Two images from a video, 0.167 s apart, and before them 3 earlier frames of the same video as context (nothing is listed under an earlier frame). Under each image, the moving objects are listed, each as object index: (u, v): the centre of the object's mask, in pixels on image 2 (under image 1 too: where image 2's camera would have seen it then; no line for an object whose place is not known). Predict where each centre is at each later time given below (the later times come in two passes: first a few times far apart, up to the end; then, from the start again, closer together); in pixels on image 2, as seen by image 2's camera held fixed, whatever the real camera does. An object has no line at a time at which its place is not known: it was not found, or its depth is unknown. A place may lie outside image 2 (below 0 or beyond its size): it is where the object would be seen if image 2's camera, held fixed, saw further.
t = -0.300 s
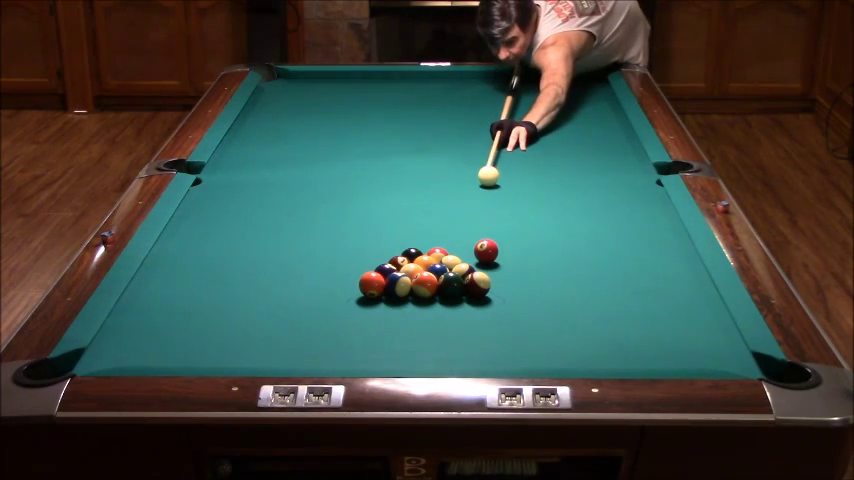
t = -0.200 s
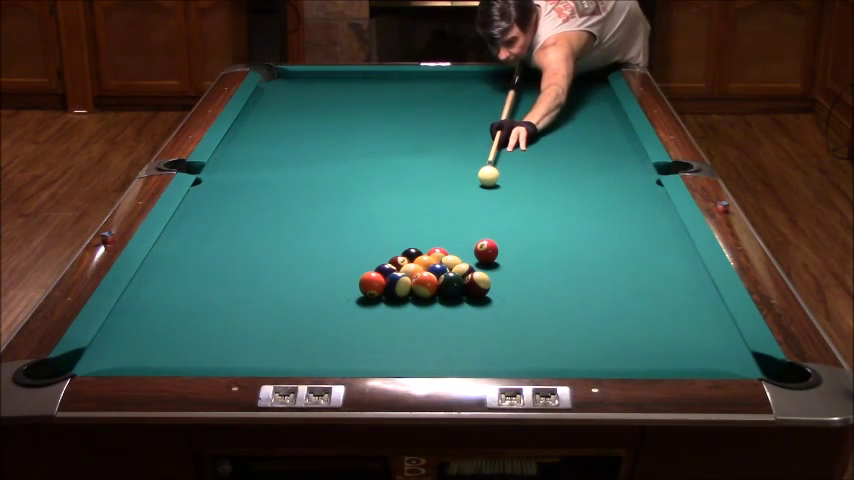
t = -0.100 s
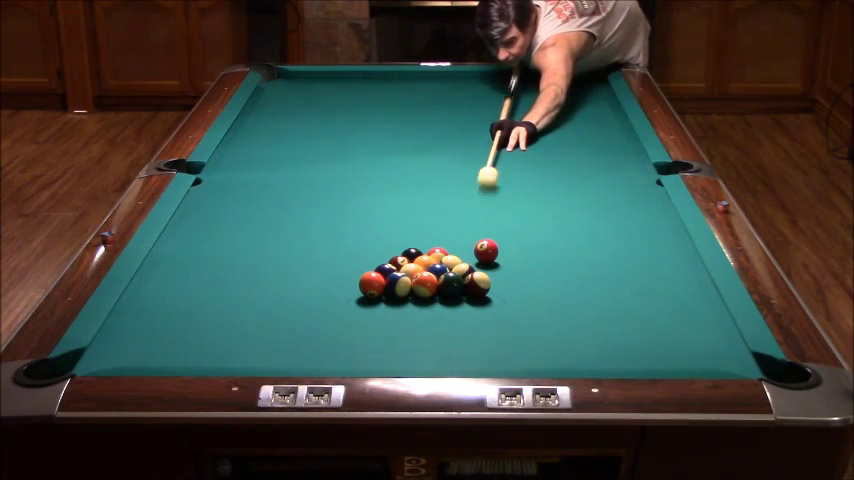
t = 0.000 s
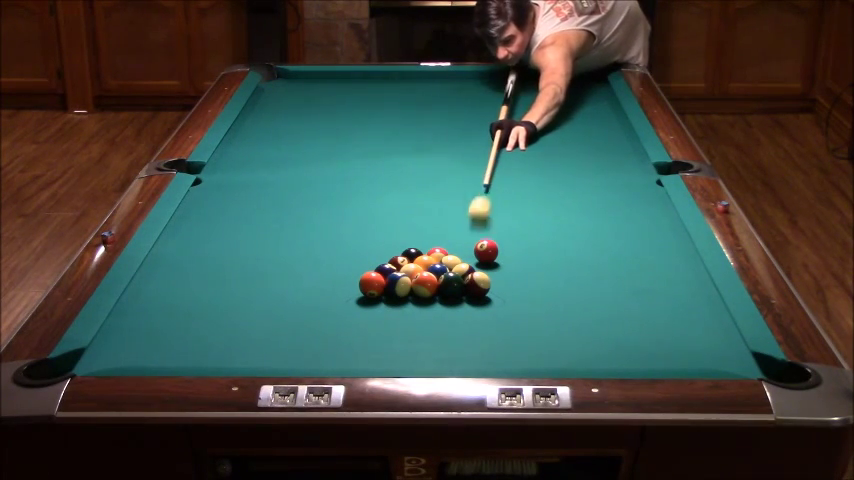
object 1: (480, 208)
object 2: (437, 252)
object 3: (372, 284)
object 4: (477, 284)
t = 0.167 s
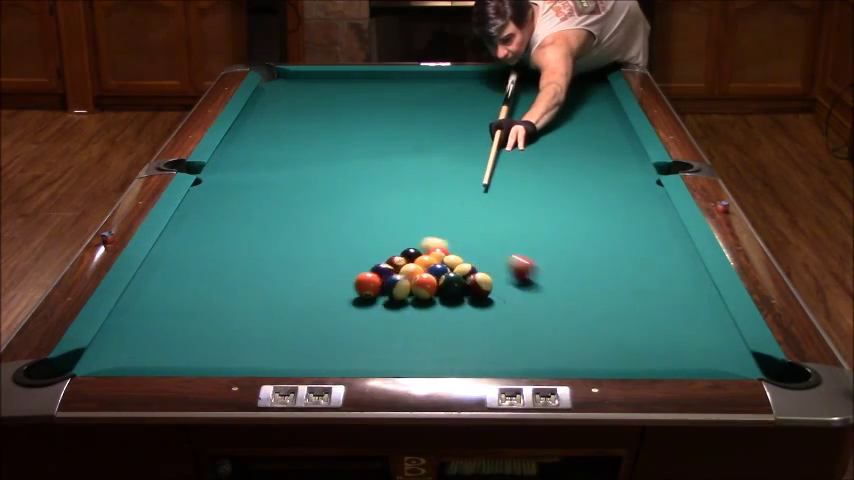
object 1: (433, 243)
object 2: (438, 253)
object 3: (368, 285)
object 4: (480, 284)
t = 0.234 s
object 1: (411, 241)
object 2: (440, 252)
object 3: (359, 286)
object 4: (483, 287)
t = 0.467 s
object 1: (339, 237)
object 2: (445, 251)
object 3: (330, 290)
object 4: (498, 296)
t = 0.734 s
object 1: (264, 229)
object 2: (450, 252)
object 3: (299, 295)
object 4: (513, 305)
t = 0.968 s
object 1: (203, 223)
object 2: (453, 251)
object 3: (275, 299)
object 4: (524, 312)
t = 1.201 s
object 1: (205, 214)
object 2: (455, 250)
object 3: (252, 303)
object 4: (535, 319)
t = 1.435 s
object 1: (238, 203)
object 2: (456, 250)
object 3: (231, 306)
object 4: (544, 324)
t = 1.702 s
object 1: (272, 193)
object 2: (456, 250)
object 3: (210, 310)
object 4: (553, 330)
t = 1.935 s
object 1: (299, 184)
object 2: (456, 250)
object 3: (195, 312)
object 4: (559, 334)
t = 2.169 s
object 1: (324, 177)
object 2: (456, 250)
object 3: (181, 314)
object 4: (564, 337)
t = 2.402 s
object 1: (347, 170)
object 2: (456, 250)
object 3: (170, 316)
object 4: (568, 338)
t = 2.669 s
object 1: (371, 162)
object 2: (456, 250)
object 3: (160, 317)
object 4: (570, 339)
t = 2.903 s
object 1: (390, 156)
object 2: (456, 250)
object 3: (154, 318)
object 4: (570, 339)
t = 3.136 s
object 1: (407, 151)
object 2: (456, 250)
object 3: (150, 318)
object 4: (570, 338)
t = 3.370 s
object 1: (423, 146)
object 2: (456, 250)
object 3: (150, 319)
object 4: (570, 338)
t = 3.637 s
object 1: (439, 141)
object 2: (456, 250)
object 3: (150, 319)
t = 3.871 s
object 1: (452, 138)
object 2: (456, 250)
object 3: (150, 319)
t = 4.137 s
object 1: (465, 133)
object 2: (456, 250)
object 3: (151, 319)
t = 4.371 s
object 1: (475, 131)
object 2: (456, 250)
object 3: (151, 319)
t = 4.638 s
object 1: (485, 127)
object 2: (456, 250)
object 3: (151, 319)
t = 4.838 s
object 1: (492, 125)
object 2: (456, 250)
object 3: (151, 319)
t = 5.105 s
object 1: (500, 123)
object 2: (456, 250)
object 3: (151, 319)
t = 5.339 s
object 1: (506, 121)
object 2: (456, 250)
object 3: (151, 319)
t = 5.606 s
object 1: (511, 120)
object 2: (456, 250)
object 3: (151, 319)
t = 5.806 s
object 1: (514, 119)
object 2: (456, 250)
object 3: (151, 319)
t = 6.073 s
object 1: (517, 118)
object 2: (456, 250)
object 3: (151, 319)
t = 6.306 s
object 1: (518, 117)
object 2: (456, 250)
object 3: (151, 319)
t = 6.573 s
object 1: (519, 117)
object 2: (456, 250)
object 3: (151, 319)
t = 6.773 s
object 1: (519, 117)
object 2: (456, 250)
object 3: (151, 319)
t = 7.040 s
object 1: (519, 117)
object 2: (456, 250)
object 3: (151, 319)
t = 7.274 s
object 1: (519, 117)
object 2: (456, 250)
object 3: (151, 319)
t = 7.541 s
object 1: (519, 117)
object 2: (456, 250)
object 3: (151, 319)
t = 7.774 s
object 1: (519, 117)
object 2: (456, 250)
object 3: (151, 319)
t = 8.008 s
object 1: (519, 117)
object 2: (456, 250)
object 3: (151, 319)
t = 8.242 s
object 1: (519, 117)
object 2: (456, 250)
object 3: (151, 319)
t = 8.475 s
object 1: (519, 117)
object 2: (456, 250)
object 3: (151, 319)
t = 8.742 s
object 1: (519, 117)
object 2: (456, 250)
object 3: (151, 319)
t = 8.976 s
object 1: (519, 117)
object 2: (456, 250)
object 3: (151, 319)
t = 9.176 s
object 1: (519, 117)
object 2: (456, 250)
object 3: (151, 319)
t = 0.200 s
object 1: (422, 243)
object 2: (439, 252)
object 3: (363, 285)
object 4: (482, 286)
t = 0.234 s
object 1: (411, 241)
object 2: (440, 252)
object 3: (359, 286)
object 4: (483, 287)
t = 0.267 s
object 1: (398, 241)
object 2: (441, 252)
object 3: (354, 286)
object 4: (485, 288)
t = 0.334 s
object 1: (378, 240)
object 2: (442, 252)
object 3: (346, 288)
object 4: (489, 291)
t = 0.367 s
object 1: (368, 240)
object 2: (443, 251)
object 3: (342, 288)
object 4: (492, 293)
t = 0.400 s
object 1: (358, 239)
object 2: (444, 252)
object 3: (338, 289)
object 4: (494, 294)
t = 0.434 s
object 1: (348, 238)
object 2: (444, 252)
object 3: (334, 290)
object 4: (496, 295)
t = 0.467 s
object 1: (339, 237)
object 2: (445, 251)
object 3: (330, 290)
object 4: (498, 296)
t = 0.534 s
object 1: (319, 235)
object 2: (446, 252)
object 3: (322, 292)
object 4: (502, 298)
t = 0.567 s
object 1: (310, 234)
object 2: (447, 251)
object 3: (318, 292)
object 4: (504, 299)
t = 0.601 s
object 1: (301, 233)
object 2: (447, 251)
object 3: (314, 293)
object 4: (506, 300)
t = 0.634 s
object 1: (292, 232)
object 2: (448, 252)
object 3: (310, 293)
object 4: (507, 301)
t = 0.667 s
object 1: (282, 231)
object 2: (449, 251)
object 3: (307, 294)
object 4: (509, 303)
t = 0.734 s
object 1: (264, 229)
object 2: (450, 252)
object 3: (299, 295)
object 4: (513, 305)
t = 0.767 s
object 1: (255, 228)
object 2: (450, 251)
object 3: (296, 296)
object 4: (514, 306)
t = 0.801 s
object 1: (246, 227)
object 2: (451, 251)
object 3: (292, 296)
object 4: (516, 307)
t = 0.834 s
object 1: (237, 226)
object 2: (451, 251)
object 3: (289, 297)
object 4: (518, 308)
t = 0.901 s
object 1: (220, 224)
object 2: (452, 251)
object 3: (282, 298)
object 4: (521, 310)
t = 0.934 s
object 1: (211, 223)
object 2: (452, 251)
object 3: (278, 298)
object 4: (523, 311)
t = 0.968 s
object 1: (203, 223)
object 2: (453, 251)
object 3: (275, 299)
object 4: (524, 312)
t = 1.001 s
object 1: (195, 221)
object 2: (453, 250)
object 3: (271, 300)
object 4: (526, 313)
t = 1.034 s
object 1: (186, 221)
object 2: (453, 250)
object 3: (268, 300)
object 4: (528, 314)
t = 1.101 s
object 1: (189, 218)
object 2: (454, 250)
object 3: (261, 301)
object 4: (531, 316)
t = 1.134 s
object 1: (195, 217)
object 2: (454, 250)
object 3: (258, 302)
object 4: (532, 317)
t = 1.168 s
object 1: (200, 215)
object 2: (455, 250)
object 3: (255, 302)
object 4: (534, 318)
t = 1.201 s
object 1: (205, 214)
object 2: (455, 250)
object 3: (252, 303)
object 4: (535, 319)
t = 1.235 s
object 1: (210, 212)
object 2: (455, 249)
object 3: (249, 303)
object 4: (537, 320)
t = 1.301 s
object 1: (220, 209)
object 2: (455, 249)
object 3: (243, 304)
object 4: (539, 321)
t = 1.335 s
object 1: (224, 208)
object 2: (455, 249)
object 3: (240, 305)
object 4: (540, 322)
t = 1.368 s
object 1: (229, 206)
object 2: (456, 249)
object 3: (237, 305)
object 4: (542, 323)
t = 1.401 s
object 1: (233, 205)
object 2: (456, 249)
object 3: (234, 306)
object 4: (543, 323)
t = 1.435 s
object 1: (238, 203)
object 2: (456, 250)
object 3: (231, 306)
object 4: (544, 324)
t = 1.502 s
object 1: (247, 201)
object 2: (456, 250)
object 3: (226, 307)
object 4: (546, 326)
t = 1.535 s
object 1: (251, 199)
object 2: (456, 249)
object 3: (223, 307)
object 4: (548, 326)
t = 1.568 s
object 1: (255, 198)
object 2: (456, 249)
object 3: (221, 308)
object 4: (549, 327)
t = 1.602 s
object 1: (260, 197)
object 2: (456, 250)
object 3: (218, 308)
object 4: (550, 328)
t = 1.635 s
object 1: (264, 195)
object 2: (456, 250)
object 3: (216, 309)
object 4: (551, 328)
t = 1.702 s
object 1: (272, 193)
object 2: (456, 250)
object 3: (210, 310)
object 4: (553, 330)
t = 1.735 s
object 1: (276, 192)
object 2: (456, 250)
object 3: (208, 310)
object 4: (554, 330)
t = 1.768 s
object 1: (280, 190)
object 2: (456, 250)
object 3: (206, 310)
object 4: (555, 331)
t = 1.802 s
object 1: (284, 189)
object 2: (456, 250)
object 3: (203, 310)
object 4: (556, 332)
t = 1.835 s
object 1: (288, 188)
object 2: (456, 250)
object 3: (201, 311)
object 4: (556, 332)
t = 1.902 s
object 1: (295, 185)
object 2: (456, 250)
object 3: (197, 312)
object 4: (558, 334)
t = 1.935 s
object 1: (299, 184)
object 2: (456, 250)
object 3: (195, 312)
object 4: (559, 334)
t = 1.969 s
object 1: (303, 183)
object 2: (456, 250)
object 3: (193, 312)
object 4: (560, 335)
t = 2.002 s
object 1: (307, 182)
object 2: (456, 250)
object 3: (191, 313)
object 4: (560, 335)
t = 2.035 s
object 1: (310, 181)
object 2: (456, 250)
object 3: (189, 313)
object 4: (561, 335)
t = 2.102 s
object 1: (317, 179)
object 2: (456, 250)
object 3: (185, 314)
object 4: (563, 336)
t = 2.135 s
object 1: (321, 178)
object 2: (456, 250)
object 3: (183, 314)
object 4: (563, 336)
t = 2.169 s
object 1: (324, 177)
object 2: (456, 250)
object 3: (181, 314)
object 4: (564, 337)
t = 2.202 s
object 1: (328, 176)
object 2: (456, 250)
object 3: (179, 314)
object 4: (565, 337)
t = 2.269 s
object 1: (334, 173)
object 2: (456, 250)
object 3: (176, 315)
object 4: (566, 337)
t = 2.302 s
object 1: (337, 172)
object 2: (456, 250)
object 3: (174, 315)
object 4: (566, 337)
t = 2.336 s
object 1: (341, 171)
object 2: (456, 250)
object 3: (173, 316)
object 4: (567, 337)
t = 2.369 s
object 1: (344, 170)
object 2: (456, 250)
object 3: (171, 316)
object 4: (567, 338)
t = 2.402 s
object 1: (347, 170)
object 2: (456, 250)
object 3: (170, 316)
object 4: (568, 338)
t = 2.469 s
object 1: (353, 168)
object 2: (456, 250)
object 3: (167, 317)
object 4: (569, 338)
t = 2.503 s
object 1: (356, 167)
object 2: (456, 250)
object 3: (166, 317)
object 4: (569, 338)
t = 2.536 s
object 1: (359, 166)
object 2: (456, 250)
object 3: (164, 317)
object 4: (569, 338)
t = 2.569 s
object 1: (362, 165)
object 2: (456, 250)
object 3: (163, 317)
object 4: (570, 339)
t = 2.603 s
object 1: (365, 164)
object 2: (456, 250)
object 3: (162, 317)
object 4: (570, 339)
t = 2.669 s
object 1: (371, 162)
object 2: (456, 250)
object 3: (160, 317)
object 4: (570, 339)
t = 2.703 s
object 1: (374, 161)
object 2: (456, 250)
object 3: (159, 318)
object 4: (570, 339)
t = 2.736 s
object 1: (377, 160)
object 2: (456, 250)
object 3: (158, 318)
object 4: (570, 339)
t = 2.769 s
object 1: (379, 160)
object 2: (456, 250)
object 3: (157, 318)
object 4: (570, 339)
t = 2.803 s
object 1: (382, 159)
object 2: (456, 250)
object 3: (156, 318)
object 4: (570, 339)
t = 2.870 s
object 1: (387, 157)
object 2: (456, 250)
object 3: (154, 318)
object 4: (570, 339)
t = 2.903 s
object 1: (390, 156)
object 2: (456, 250)
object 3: (154, 318)
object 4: (570, 339)
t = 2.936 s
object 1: (393, 155)
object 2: (456, 250)
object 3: (153, 318)
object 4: (570, 339)
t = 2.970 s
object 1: (395, 155)
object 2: (456, 250)
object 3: (152, 318)
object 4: (570, 339)
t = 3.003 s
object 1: (398, 154)
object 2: (456, 250)
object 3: (152, 318)
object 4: (570, 339)
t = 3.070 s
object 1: (403, 152)
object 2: (456, 250)
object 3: (151, 318)
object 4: (570, 339)
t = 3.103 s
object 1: (405, 152)
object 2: (456, 250)
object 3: (150, 318)
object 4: (570, 339)
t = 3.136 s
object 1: (407, 151)
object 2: (456, 250)
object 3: (150, 318)
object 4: (570, 338)
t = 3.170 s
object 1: (410, 150)
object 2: (456, 250)
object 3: (150, 318)
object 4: (570, 338)
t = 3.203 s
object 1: (412, 149)
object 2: (456, 250)
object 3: (150, 319)
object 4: (570, 339)
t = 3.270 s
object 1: (416, 148)
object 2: (456, 250)
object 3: (150, 319)
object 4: (570, 338)
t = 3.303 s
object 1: (419, 148)
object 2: (456, 250)
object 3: (150, 319)
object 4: (570, 338)
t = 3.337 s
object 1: (421, 147)
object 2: (456, 250)
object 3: (150, 319)
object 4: (570, 338)
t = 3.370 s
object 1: (423, 146)
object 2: (456, 250)
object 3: (150, 319)
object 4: (570, 338)
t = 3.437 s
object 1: (427, 145)
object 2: (456, 250)
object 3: (150, 319)
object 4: (570, 339)
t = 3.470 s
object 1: (430, 144)
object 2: (456, 250)
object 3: (150, 319)
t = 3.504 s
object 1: (432, 144)
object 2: (456, 250)
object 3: (150, 319)
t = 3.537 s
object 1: (433, 143)
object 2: (456, 250)
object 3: (150, 319)
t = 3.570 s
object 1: (436, 142)
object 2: (456, 250)
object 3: (150, 319)
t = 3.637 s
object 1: (439, 141)
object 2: (456, 250)
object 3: (150, 319)
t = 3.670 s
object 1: (441, 141)
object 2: (456, 250)
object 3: (151, 319)
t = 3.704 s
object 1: (443, 140)
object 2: (456, 250)
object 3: (151, 319)
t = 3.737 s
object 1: (445, 140)
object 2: (456, 250)
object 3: (151, 319)
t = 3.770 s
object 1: (447, 139)
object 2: (456, 250)
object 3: (151, 319)
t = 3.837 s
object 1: (450, 138)
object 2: (456, 250)
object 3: (151, 319)
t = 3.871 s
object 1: (452, 138)
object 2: (456, 250)
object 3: (150, 319)
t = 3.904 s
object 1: (454, 137)
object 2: (456, 250)
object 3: (151, 319)
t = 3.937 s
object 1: (455, 136)
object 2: (456, 250)
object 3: (151, 319)
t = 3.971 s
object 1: (457, 136)
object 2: (456, 250)
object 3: (151, 319)
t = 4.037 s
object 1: (460, 135)
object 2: (456, 250)
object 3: (151, 319)
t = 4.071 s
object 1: (462, 135)
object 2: (456, 250)
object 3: (151, 319)
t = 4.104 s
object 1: (463, 134)
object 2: (456, 250)
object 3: (151, 319)
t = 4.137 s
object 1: (465, 133)
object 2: (456, 250)
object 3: (151, 319)
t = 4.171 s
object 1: (466, 133)
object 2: (456, 250)
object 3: (151, 319)
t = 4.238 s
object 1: (469, 132)
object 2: (456, 250)
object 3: (151, 319)
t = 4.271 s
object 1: (471, 132)
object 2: (456, 250)
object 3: (151, 319)
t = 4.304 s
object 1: (472, 131)
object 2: (456, 250)
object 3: (151, 319)
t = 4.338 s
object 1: (474, 131)
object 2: (456, 250)
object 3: (151, 319)
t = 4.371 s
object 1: (475, 131)
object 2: (456, 250)
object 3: (151, 319)
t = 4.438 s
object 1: (478, 130)
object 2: (456, 250)
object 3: (151, 319)
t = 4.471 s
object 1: (479, 129)
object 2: (456, 250)
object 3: (151, 319)
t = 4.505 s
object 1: (480, 129)
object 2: (456, 250)
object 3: (151, 319)
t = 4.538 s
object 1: (481, 129)
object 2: (456, 250)
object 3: (151, 319)
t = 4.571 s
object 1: (483, 128)
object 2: (456, 250)
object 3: (151, 319)
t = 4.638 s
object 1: (485, 127)
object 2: (456, 250)
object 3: (151, 319)
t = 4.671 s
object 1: (486, 127)
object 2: (456, 250)
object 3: (151, 319)
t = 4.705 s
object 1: (487, 127)
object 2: (456, 250)
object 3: (151, 319)
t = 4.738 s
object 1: (489, 126)
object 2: (456, 250)
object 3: (151, 319)
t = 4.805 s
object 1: (491, 126)
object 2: (456, 250)
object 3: (151, 319)
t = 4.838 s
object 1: (492, 125)
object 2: (456, 250)
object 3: (151, 319)
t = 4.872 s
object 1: (493, 125)
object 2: (456, 250)
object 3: (151, 319)
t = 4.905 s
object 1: (494, 125)
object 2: (456, 250)
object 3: (151, 319)
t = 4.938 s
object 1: (495, 124)
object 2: (456, 250)
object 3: (151, 319)
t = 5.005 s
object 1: (497, 124)
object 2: (456, 250)
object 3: (151, 319)
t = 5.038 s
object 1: (498, 123)
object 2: (456, 250)
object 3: (151, 319)
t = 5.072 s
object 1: (499, 123)
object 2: (456, 250)
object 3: (151, 319)
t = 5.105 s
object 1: (500, 123)
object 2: (456, 250)
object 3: (151, 319)
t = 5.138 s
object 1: (501, 123)
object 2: (456, 250)
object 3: (150, 319)
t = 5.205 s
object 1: (503, 122)
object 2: (456, 250)
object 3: (150, 319)
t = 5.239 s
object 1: (503, 122)
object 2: (456, 250)
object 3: (151, 319)
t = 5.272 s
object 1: (504, 122)
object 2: (456, 250)
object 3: (151, 319)
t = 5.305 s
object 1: (505, 121)
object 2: (456, 250)
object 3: (151, 319)
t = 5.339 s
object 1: (506, 121)
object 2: (456, 250)
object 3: (151, 319)
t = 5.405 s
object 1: (507, 121)
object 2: (456, 250)
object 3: (151, 319)
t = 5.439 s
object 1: (508, 121)
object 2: (456, 250)
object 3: (151, 319)
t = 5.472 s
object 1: (509, 121)
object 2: (456, 250)
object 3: (151, 319)
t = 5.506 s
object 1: (509, 120)
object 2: (456, 250)
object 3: (151, 319)
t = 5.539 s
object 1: (510, 120)
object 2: (456, 250)
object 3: (151, 319)
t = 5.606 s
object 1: (511, 120)
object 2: (456, 250)
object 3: (151, 319)
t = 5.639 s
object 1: (512, 120)
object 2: (456, 250)
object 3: (151, 319)
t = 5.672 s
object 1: (512, 119)
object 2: (456, 250)
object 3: (151, 319)
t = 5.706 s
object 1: (513, 119)
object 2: (456, 250)
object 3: (151, 319)
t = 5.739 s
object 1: (513, 119)
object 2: (456, 250)
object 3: (151, 319)
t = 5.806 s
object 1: (514, 119)
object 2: (456, 250)
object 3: (151, 319)
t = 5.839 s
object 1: (515, 119)
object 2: (456, 250)
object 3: (151, 319)
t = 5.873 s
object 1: (515, 119)
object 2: (456, 250)
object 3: (151, 319)
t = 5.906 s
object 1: (516, 118)
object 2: (456, 250)
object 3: (151, 319)
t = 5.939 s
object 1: (516, 118)
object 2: (456, 250)
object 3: (151, 319)
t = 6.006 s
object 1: (516, 118)
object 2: (456, 250)
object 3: (151, 319)
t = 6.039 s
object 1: (517, 118)
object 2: (456, 250)
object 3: (151, 319)
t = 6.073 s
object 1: (517, 118)
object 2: (456, 250)
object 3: (151, 319)
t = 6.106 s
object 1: (517, 118)
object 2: (456, 250)
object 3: (151, 319)
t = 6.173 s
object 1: (518, 118)
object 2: (456, 250)
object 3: (151, 319)
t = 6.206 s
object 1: (518, 118)
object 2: (456, 250)
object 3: (151, 319)
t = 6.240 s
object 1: (518, 118)
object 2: (456, 250)
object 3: (151, 319)
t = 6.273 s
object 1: (518, 118)
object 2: (456, 250)
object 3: (151, 319)
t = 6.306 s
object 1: (518, 117)
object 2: (456, 250)
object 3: (151, 319)
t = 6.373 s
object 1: (519, 118)
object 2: (456, 250)
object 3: (151, 319)
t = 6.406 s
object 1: (519, 117)
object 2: (456, 250)
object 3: (151, 319)
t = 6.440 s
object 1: (519, 117)
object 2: (456, 250)
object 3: (151, 319)
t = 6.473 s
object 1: (519, 117)
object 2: (456, 250)
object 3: (151, 319)
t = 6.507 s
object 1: (519, 117)
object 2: (456, 250)
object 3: (151, 319)
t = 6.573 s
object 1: (519, 117)
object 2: (456, 250)
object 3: (151, 319)
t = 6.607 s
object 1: (519, 117)
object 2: (456, 250)
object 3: (151, 319)
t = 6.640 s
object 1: (519, 117)
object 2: (456, 250)
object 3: (151, 319)
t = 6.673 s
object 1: (519, 117)
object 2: (456, 250)
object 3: (151, 319)
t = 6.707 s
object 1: (519, 117)
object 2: (456, 250)
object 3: (151, 319)
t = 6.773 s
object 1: (519, 117)
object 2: (456, 250)
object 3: (151, 319)
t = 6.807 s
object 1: (519, 117)
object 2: (456, 250)
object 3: (151, 319)
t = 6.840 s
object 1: (519, 117)
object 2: (456, 250)
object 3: (151, 319)
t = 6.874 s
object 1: (519, 117)
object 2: (456, 250)
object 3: (151, 319)
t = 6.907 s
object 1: (519, 117)
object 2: (456, 250)
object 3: (151, 319)
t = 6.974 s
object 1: (519, 117)
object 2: (456, 250)
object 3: (151, 319)
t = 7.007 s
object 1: (519, 117)
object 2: (456, 250)
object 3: (151, 319)
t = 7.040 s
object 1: (519, 117)
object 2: (456, 250)
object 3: (151, 319)
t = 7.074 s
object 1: (519, 117)
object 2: (456, 250)
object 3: (151, 319)
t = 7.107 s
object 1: (519, 117)
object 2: (456, 250)
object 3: (151, 319)
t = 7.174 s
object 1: (519, 117)
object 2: (456, 250)
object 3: (151, 319)
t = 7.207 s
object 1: (519, 117)
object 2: (456, 250)
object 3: (151, 319)
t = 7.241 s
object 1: (519, 117)
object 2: (456, 250)
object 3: (151, 319)
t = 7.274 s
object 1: (519, 117)
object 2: (456, 250)
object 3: (151, 319)
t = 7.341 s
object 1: (519, 117)
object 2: (456, 250)
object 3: (151, 319)
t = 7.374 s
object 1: (519, 117)
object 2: (456, 250)
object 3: (151, 319)
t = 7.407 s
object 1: (519, 117)
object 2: (456, 250)
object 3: (151, 319)
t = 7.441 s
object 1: (519, 117)
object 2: (456, 250)
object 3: (151, 319)
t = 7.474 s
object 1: (519, 117)
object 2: (456, 250)
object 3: (151, 319)
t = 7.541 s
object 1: (519, 117)
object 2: (456, 250)
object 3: (151, 319)
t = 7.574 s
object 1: (519, 117)
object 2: (456, 250)
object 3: (151, 319)
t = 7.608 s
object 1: (519, 117)
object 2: (456, 250)
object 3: (151, 319)
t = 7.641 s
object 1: (519, 117)
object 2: (456, 250)
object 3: (151, 319)
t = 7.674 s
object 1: (518, 117)
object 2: (456, 250)
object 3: (151, 319)
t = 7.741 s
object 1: (519, 117)
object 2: (456, 250)
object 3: (151, 319)
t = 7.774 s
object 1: (519, 117)
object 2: (456, 250)
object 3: (151, 319)
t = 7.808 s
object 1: (519, 117)
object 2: (456, 250)
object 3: (151, 319)
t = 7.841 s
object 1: (519, 117)
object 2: (456, 250)
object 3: (151, 319)
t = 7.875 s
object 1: (519, 117)
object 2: (456, 250)
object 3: (151, 319)
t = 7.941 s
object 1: (519, 117)
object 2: (456, 250)
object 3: (151, 319)
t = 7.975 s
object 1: (519, 117)
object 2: (456, 250)
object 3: (151, 319)
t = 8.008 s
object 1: (519, 117)
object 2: (456, 250)
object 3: (151, 319)
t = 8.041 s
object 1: (519, 117)
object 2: (456, 250)
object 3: (151, 319)
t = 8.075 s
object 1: (519, 117)
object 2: (456, 250)
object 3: (151, 319)
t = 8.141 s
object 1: (519, 117)
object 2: (456, 250)
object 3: (151, 319)
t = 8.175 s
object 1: (519, 117)
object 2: (456, 250)
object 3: (151, 319)
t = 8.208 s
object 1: (519, 117)
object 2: (456, 250)
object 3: (151, 319)
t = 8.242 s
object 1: (519, 117)
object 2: (456, 250)
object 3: (151, 319)
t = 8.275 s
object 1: (519, 117)
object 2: (456, 250)
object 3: (151, 319)
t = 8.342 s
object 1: (519, 117)
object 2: (456, 250)
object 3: (151, 319)
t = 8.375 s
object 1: (519, 117)
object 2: (456, 250)
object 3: (151, 319)
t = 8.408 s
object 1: (519, 117)
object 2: (456, 250)
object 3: (151, 319)
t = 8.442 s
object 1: (519, 117)
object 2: (456, 250)
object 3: (151, 319)
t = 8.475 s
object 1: (519, 117)
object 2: (456, 250)
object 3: (151, 319)
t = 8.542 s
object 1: (519, 117)
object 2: (456, 250)
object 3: (151, 319)
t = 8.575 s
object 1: (519, 117)
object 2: (456, 250)
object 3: (151, 319)
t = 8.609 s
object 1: (519, 117)
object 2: (456, 250)
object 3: (151, 319)
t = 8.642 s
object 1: (519, 117)
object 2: (456, 250)
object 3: (151, 319)
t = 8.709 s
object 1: (519, 117)
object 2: (456, 250)
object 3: (151, 319)
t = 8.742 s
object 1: (519, 117)
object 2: (456, 250)
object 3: (151, 319)
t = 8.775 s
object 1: (519, 117)
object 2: (456, 250)
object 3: (151, 319)
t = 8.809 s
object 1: (519, 117)
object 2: (456, 250)
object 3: (151, 319)
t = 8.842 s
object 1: (519, 117)
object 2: (456, 250)
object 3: (151, 319)
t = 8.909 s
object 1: (519, 117)
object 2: (456, 250)
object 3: (151, 319)
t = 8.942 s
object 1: (519, 117)
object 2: (456, 250)
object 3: (151, 319)
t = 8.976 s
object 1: (519, 117)
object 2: (456, 250)
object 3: (151, 319)
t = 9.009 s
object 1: (519, 117)
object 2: (456, 250)
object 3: (151, 319)
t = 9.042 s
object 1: (519, 117)
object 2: (456, 250)
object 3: (151, 319)
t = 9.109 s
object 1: (519, 117)
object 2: (456, 250)
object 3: (151, 319)
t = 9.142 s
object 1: (519, 117)
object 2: (456, 250)
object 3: (151, 319)
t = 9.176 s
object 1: (519, 117)
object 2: (456, 250)
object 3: (151, 319)
